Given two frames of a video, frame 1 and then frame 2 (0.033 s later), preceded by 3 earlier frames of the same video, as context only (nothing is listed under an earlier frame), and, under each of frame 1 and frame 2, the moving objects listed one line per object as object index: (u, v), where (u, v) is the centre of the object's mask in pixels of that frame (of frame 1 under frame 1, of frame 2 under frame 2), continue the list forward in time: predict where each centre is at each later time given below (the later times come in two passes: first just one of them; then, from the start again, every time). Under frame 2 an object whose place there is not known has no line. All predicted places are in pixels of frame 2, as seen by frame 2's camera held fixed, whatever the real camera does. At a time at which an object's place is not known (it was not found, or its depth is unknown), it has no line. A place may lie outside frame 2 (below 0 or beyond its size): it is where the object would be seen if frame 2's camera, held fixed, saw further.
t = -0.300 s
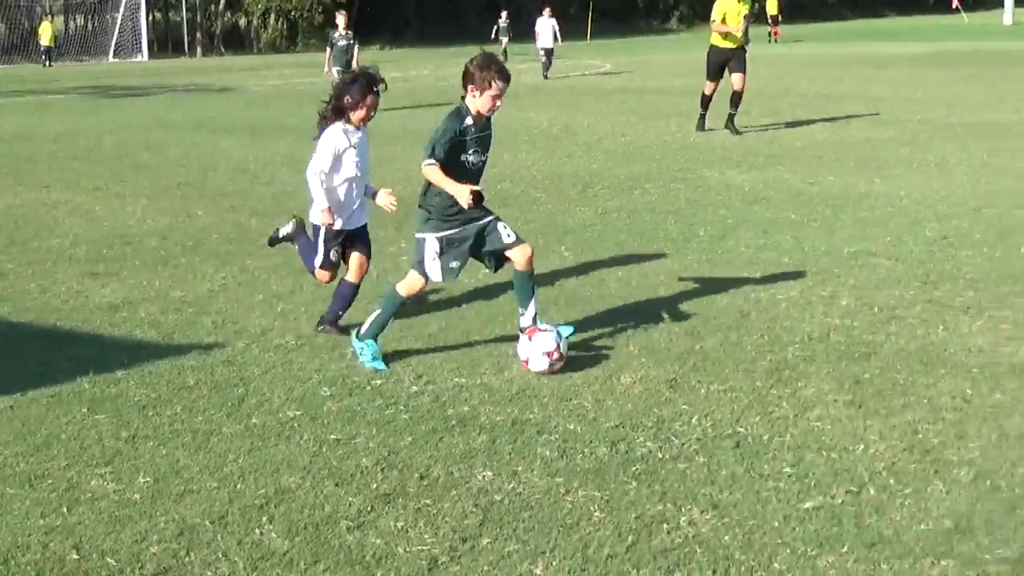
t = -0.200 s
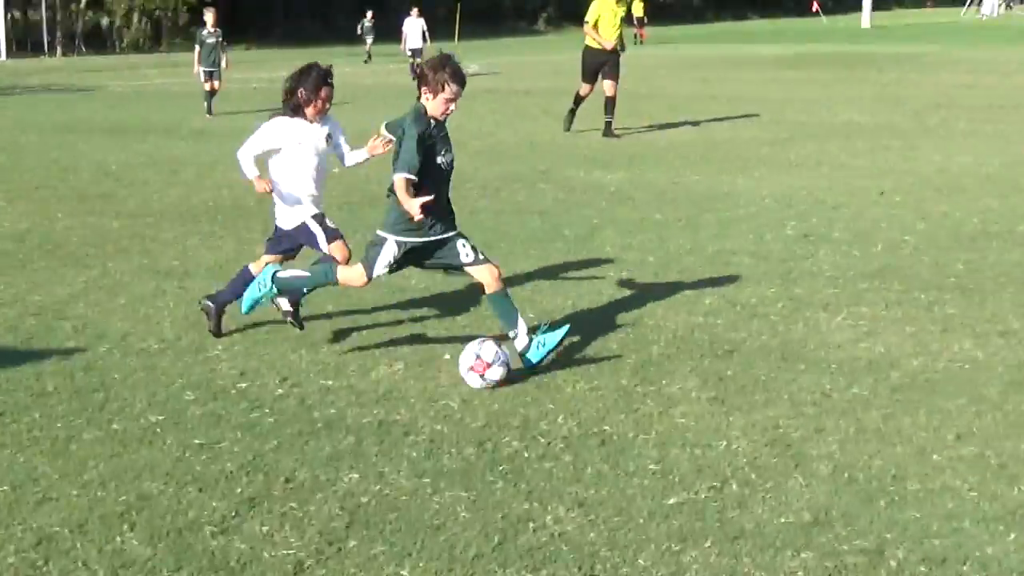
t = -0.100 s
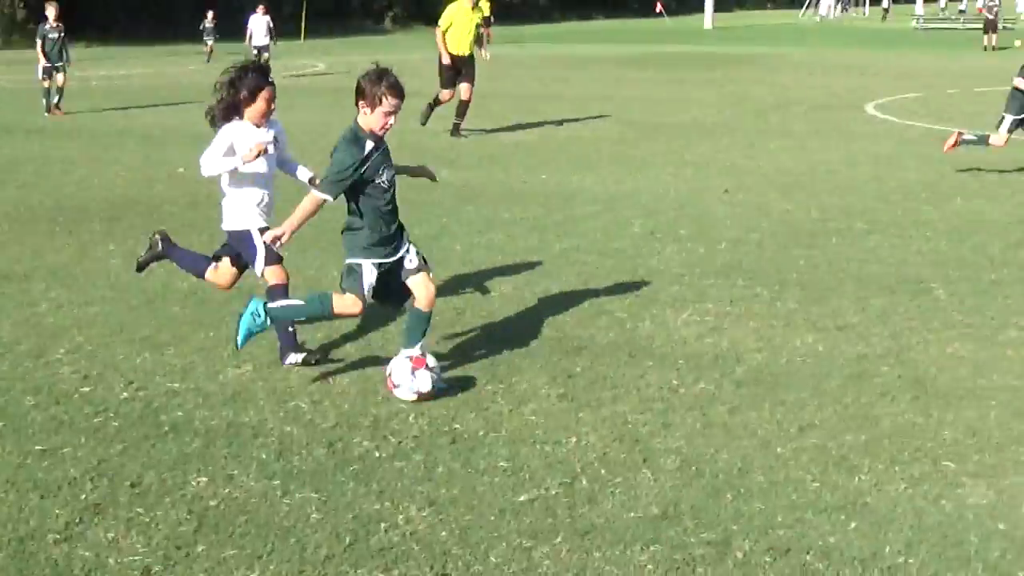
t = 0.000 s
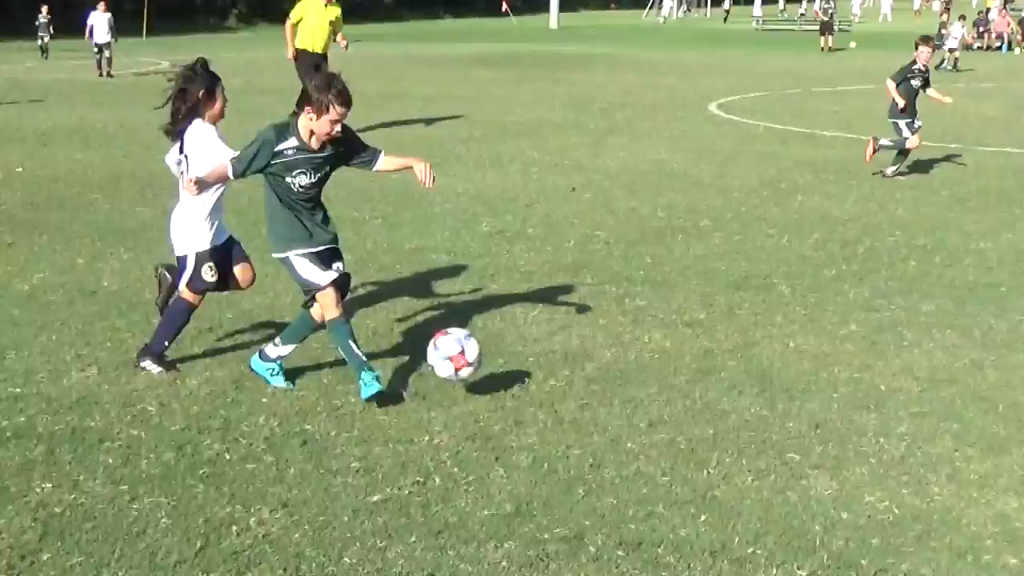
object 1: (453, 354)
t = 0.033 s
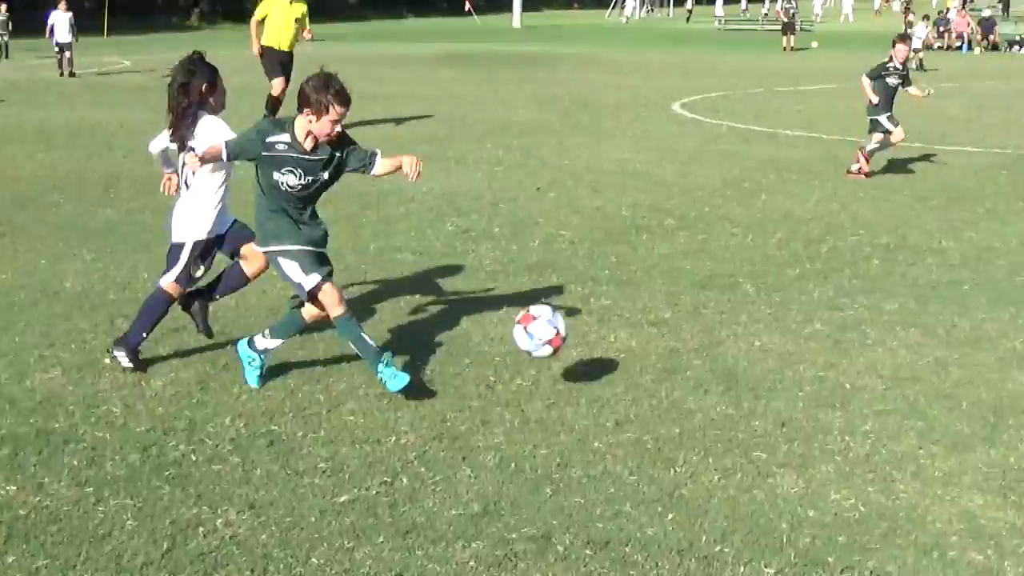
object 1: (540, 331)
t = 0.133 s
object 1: (879, 279)
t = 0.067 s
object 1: (655, 310)
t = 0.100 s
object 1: (769, 293)
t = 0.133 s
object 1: (879, 279)
